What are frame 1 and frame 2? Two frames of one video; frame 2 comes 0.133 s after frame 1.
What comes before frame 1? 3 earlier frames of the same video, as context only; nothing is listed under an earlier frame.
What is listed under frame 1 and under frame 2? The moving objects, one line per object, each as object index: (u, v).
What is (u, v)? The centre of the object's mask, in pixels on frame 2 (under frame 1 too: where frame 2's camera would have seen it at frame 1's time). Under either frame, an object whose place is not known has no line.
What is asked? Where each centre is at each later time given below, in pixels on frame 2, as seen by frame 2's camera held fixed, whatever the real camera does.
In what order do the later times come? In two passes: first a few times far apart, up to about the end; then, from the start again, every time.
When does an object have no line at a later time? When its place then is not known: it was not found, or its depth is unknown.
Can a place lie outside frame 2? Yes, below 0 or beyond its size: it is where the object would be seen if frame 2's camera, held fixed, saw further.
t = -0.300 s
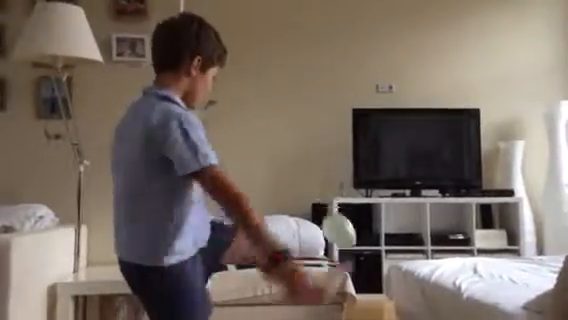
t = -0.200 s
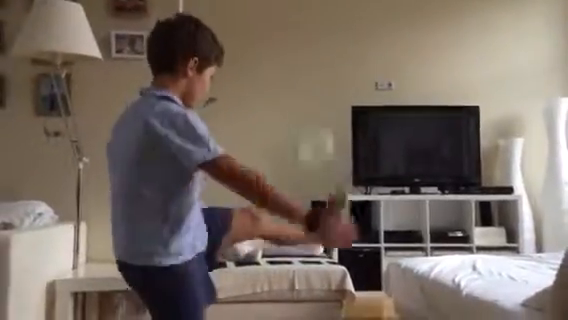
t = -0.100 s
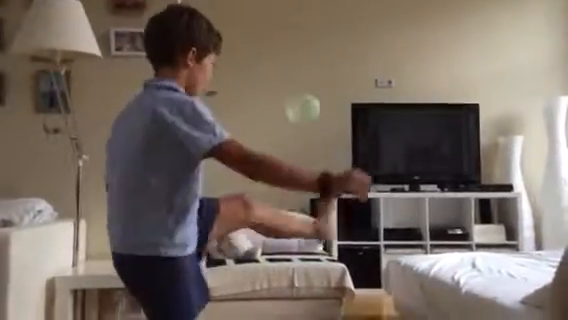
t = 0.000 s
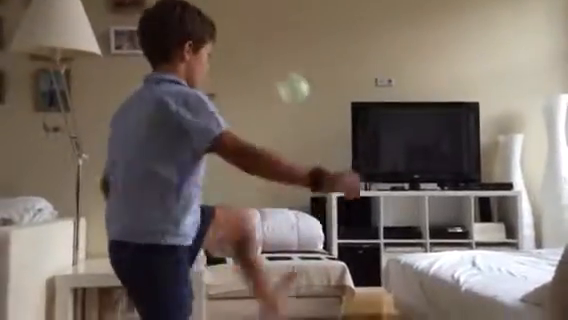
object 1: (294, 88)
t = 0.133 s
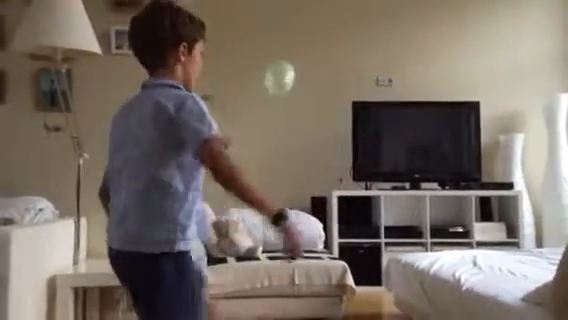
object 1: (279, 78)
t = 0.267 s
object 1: (269, 79)
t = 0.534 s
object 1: (259, 106)
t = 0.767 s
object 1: (260, 152)
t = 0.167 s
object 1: (277, 78)
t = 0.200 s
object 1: (274, 77)
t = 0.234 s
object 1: (271, 78)
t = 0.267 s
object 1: (269, 79)
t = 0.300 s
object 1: (266, 81)
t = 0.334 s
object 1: (265, 83)
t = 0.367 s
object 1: (263, 86)
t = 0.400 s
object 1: (262, 90)
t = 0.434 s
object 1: (261, 92)
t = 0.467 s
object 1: (260, 97)
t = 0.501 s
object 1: (259, 100)
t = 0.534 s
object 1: (259, 106)
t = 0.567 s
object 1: (259, 112)
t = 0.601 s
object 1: (258, 116)
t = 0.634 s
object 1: (258, 123)
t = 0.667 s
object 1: (260, 132)
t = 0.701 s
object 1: (259, 137)
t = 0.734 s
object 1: (259, 144)
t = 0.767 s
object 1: (260, 152)
